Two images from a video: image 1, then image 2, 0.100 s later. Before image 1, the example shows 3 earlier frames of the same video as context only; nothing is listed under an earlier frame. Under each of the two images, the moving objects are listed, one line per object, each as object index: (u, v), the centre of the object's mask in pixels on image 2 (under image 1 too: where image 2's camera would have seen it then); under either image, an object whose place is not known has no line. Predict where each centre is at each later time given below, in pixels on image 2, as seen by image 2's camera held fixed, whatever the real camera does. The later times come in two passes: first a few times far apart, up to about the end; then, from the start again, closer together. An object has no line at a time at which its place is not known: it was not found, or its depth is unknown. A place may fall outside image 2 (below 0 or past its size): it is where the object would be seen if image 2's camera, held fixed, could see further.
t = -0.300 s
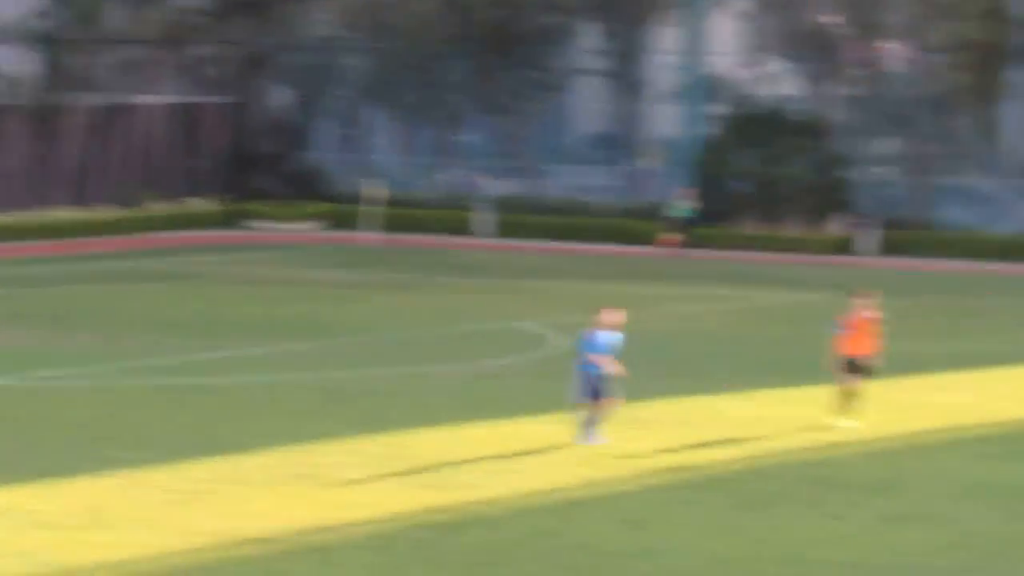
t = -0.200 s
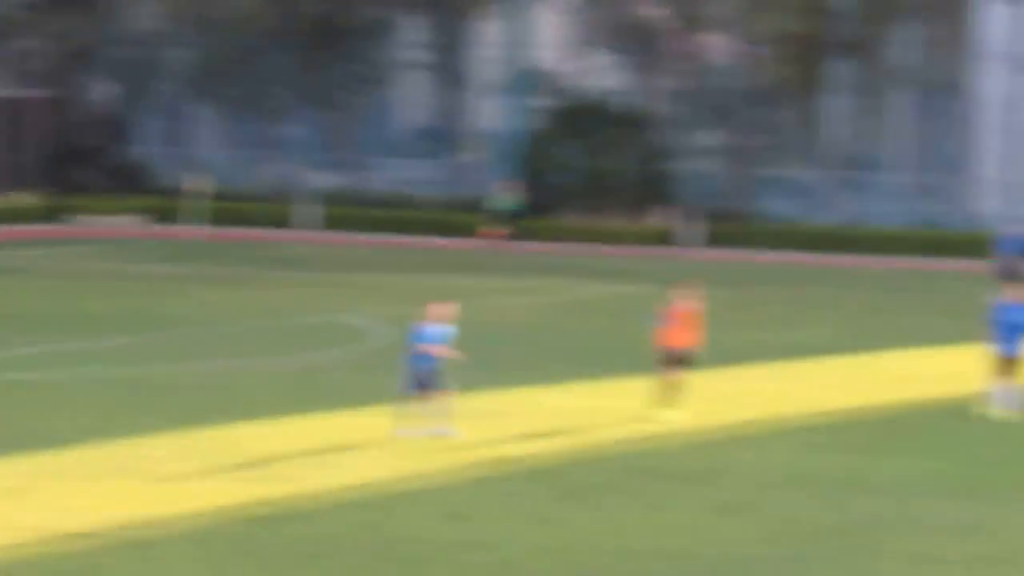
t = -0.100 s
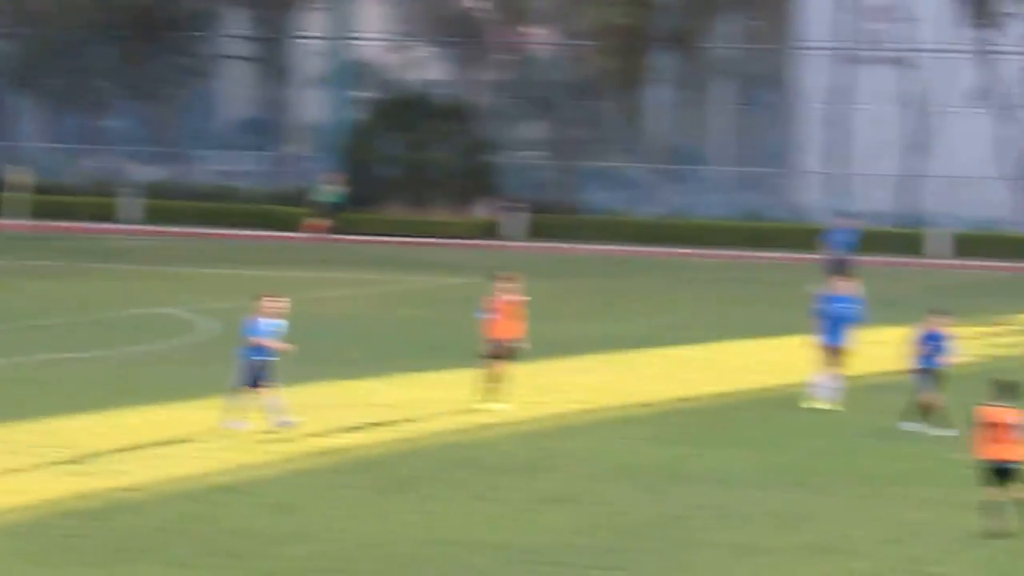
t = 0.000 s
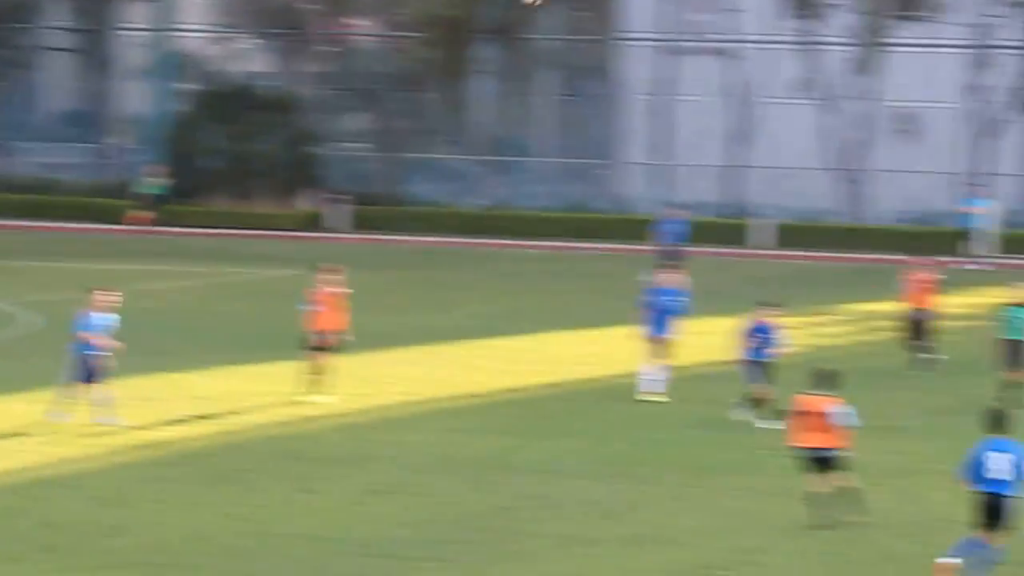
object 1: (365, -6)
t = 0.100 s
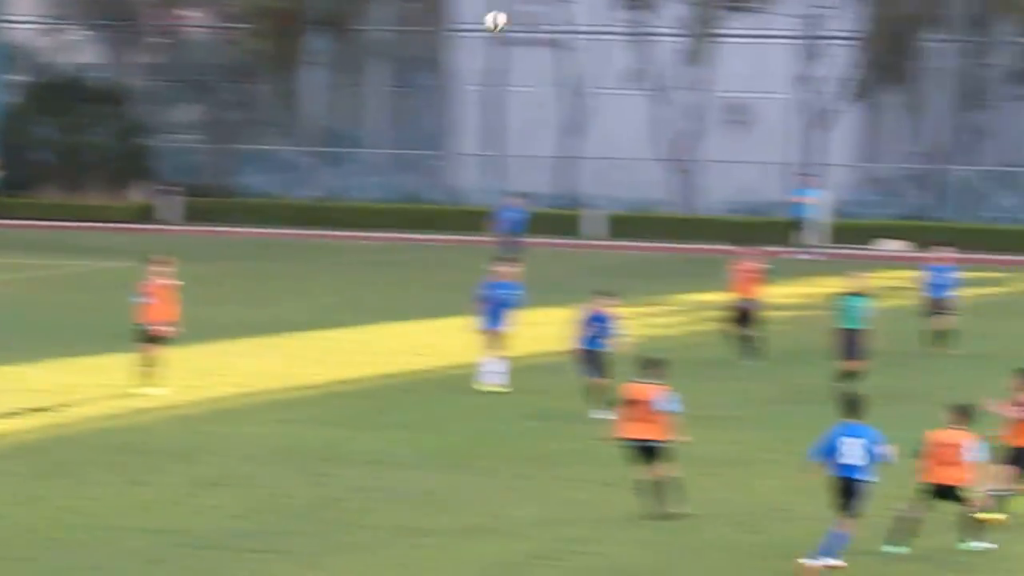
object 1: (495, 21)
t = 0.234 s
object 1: (666, 84)
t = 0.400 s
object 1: (891, 184)
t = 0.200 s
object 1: (623, 67)
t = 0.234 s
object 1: (666, 84)
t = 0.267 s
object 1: (709, 103)
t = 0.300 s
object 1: (754, 122)
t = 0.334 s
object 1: (799, 141)
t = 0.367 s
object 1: (845, 162)
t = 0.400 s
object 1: (891, 184)
